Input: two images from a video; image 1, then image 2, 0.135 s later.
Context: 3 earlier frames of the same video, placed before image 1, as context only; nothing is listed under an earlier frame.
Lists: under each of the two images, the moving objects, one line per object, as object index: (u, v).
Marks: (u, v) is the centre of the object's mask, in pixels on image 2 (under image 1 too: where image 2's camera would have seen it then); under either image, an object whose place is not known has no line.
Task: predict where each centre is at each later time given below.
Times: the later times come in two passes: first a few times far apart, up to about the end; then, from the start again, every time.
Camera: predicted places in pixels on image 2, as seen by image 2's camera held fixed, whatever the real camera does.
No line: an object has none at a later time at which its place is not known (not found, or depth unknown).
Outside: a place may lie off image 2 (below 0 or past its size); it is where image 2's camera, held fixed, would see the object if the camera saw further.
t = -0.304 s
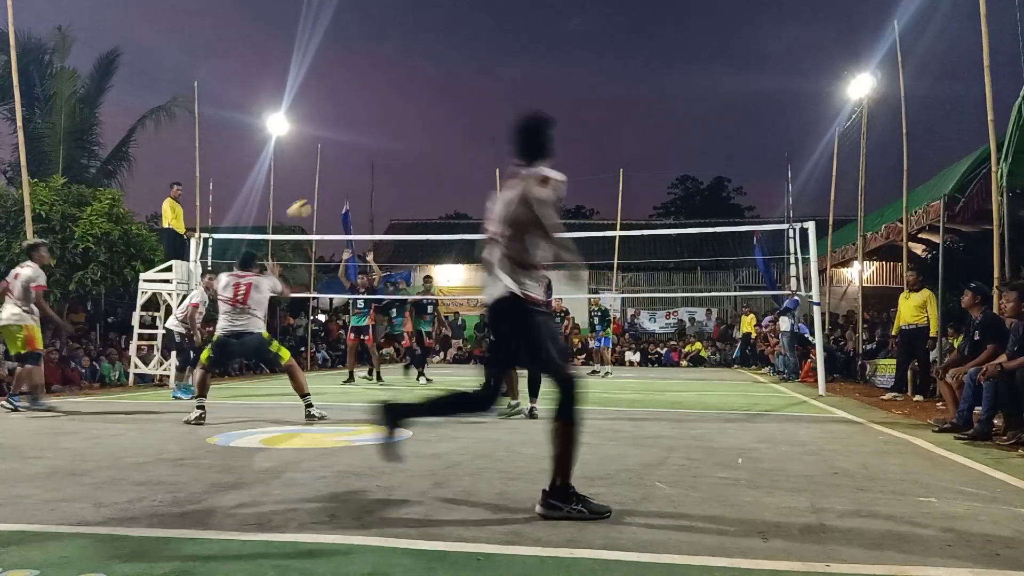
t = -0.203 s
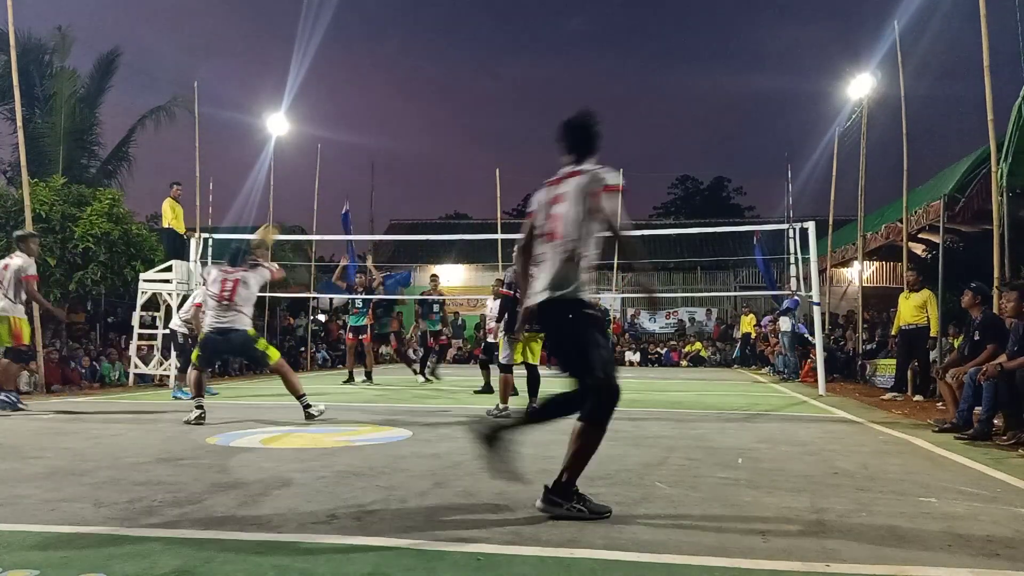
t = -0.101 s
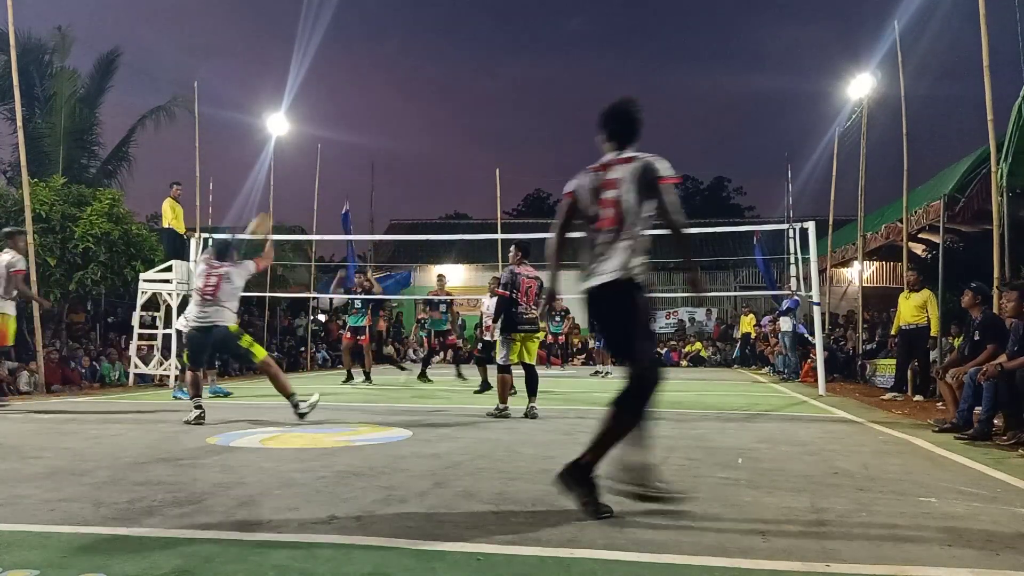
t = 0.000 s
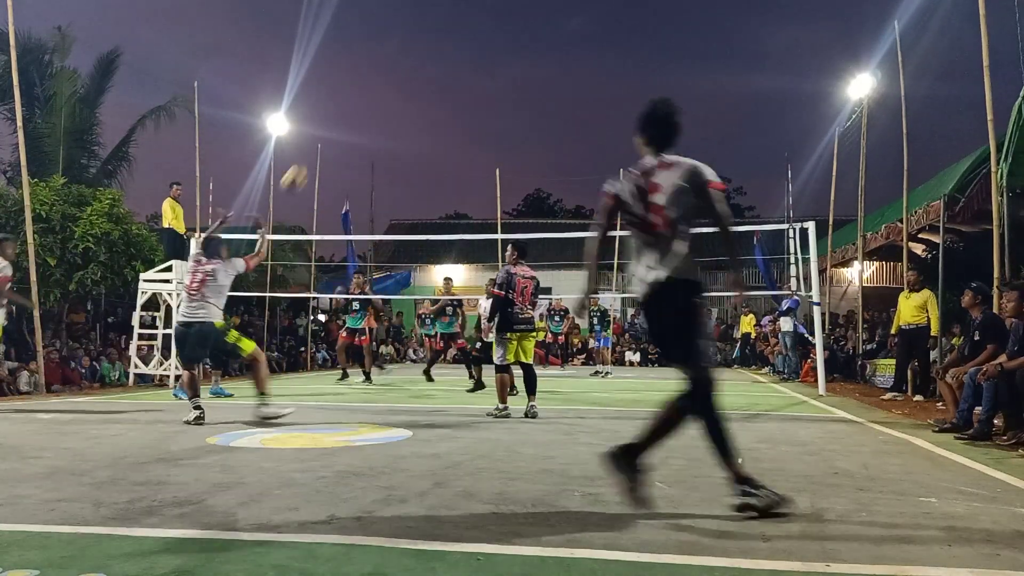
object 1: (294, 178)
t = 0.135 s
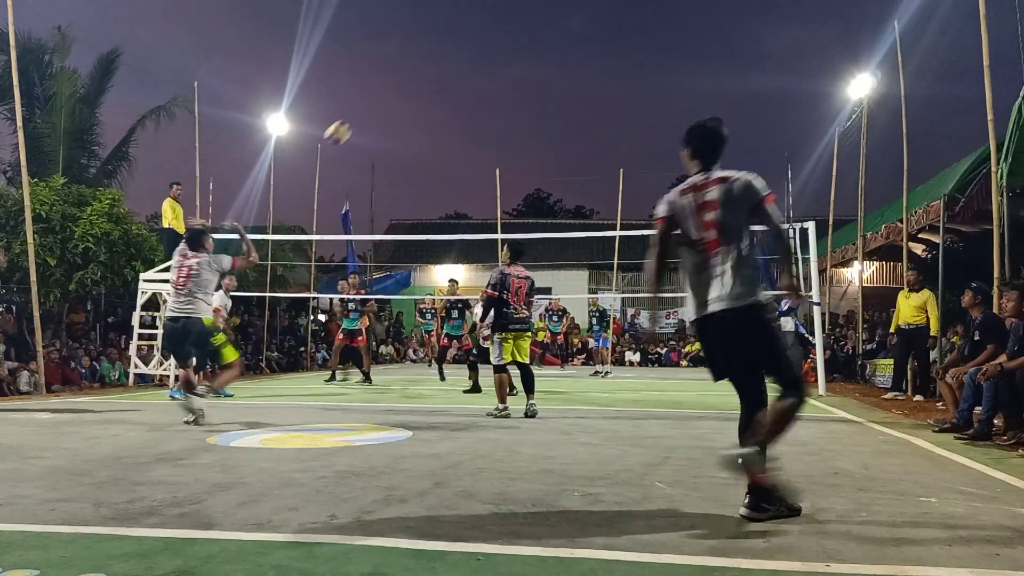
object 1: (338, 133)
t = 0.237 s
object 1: (367, 112)
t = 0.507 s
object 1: (433, 105)
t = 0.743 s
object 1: (482, 146)
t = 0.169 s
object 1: (348, 125)
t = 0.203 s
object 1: (357, 118)
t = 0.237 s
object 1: (367, 112)
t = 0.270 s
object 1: (376, 108)
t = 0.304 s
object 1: (385, 104)
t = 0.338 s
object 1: (394, 102)
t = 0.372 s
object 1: (402, 101)
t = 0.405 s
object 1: (410, 100)
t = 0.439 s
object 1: (418, 101)
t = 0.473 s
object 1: (426, 102)
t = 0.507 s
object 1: (433, 105)
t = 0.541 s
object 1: (441, 109)
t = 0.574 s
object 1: (448, 113)
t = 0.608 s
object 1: (455, 118)
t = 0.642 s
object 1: (462, 124)
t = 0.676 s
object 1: (469, 130)
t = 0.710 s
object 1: (476, 138)
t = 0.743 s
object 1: (482, 146)
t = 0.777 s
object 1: (488, 155)
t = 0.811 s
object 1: (494, 164)
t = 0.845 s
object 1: (500, 175)
